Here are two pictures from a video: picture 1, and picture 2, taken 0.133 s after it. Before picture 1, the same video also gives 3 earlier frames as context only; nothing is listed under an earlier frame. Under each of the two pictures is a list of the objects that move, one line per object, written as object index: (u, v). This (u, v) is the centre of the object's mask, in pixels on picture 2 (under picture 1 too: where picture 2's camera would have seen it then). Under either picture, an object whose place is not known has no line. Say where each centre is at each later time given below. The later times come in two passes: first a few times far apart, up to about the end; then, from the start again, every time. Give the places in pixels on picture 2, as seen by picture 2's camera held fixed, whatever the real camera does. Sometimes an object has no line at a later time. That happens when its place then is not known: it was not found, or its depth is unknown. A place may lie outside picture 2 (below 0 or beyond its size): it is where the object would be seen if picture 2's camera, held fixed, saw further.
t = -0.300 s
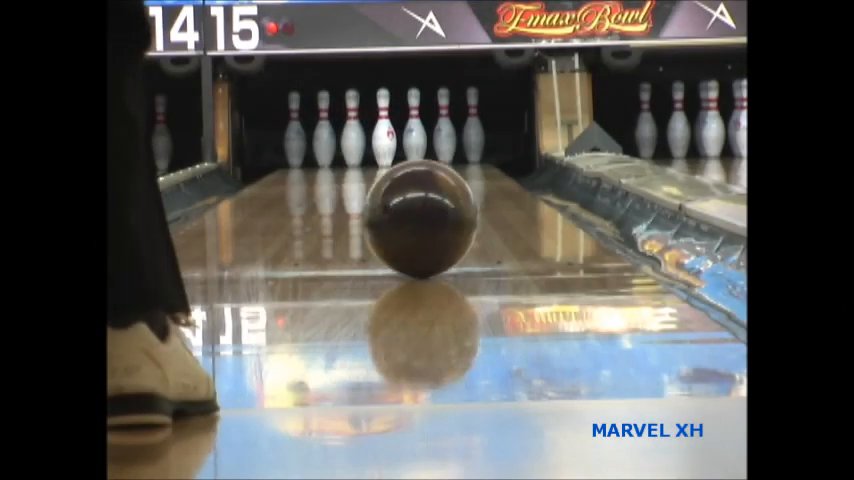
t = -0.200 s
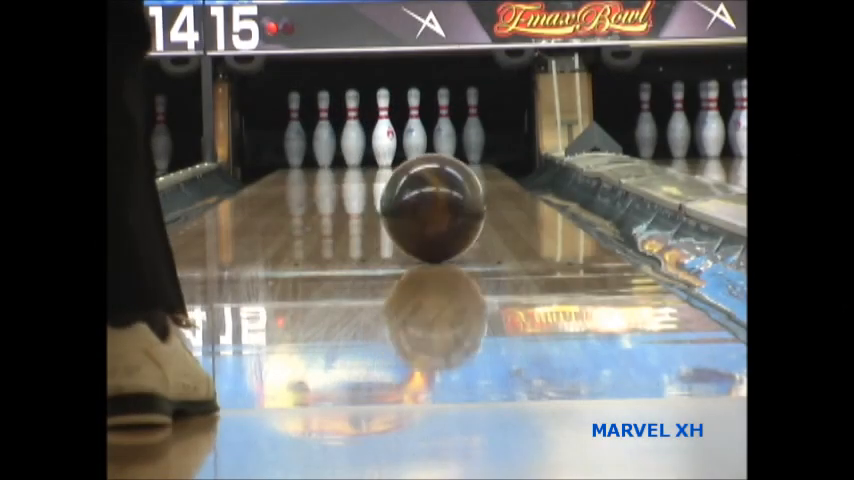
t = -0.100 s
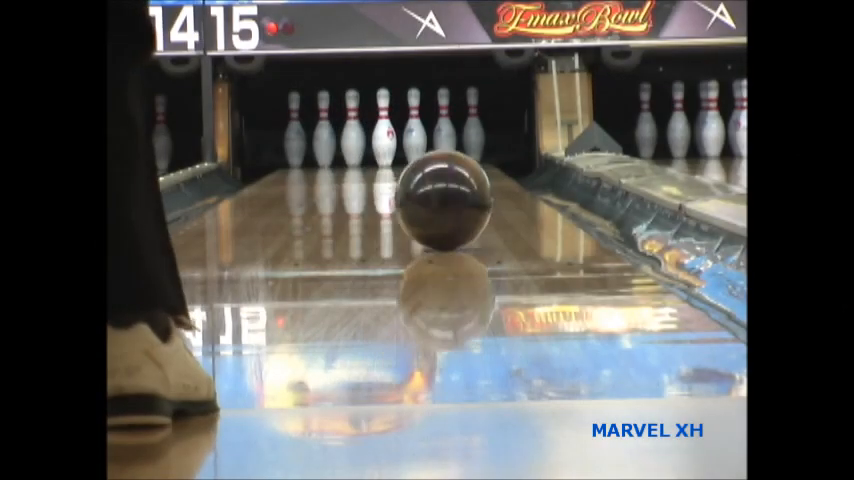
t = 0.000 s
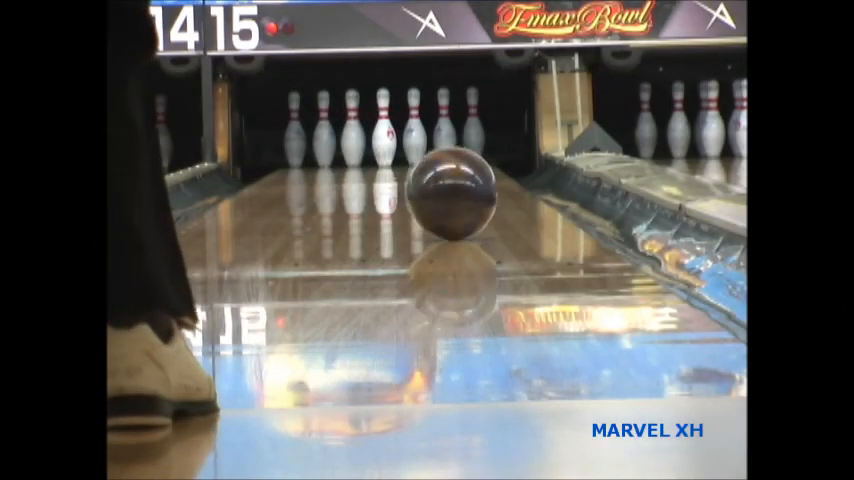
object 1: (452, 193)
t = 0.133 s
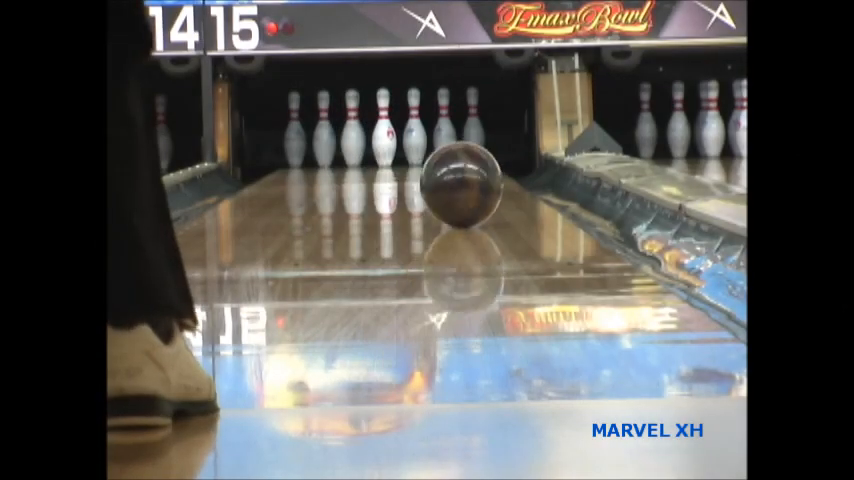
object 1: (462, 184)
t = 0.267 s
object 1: (468, 176)
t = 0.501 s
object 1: (475, 166)
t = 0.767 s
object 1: (476, 159)
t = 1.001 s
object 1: (471, 152)
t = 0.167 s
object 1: (463, 182)
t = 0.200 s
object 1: (465, 180)
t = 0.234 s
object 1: (467, 178)
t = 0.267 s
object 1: (468, 176)
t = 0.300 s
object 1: (470, 174)
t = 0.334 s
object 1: (471, 173)
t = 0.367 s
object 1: (472, 171)
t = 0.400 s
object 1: (473, 170)
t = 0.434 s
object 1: (474, 168)
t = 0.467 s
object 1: (475, 167)
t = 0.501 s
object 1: (475, 166)
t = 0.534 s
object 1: (476, 165)
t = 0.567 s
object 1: (476, 164)
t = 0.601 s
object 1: (476, 163)
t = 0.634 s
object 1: (477, 162)
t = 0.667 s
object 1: (477, 161)
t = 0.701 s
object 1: (477, 160)
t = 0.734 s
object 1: (477, 159)
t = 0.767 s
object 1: (476, 159)
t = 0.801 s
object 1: (476, 158)
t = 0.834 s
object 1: (475, 157)
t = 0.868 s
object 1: (475, 156)
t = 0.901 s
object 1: (474, 155)
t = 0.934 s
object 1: (473, 154)
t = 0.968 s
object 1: (473, 153)
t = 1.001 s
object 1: (471, 152)
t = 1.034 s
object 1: (470, 151)
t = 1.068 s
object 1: (468, 151)
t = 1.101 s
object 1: (467, 150)
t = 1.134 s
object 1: (464, 150)
